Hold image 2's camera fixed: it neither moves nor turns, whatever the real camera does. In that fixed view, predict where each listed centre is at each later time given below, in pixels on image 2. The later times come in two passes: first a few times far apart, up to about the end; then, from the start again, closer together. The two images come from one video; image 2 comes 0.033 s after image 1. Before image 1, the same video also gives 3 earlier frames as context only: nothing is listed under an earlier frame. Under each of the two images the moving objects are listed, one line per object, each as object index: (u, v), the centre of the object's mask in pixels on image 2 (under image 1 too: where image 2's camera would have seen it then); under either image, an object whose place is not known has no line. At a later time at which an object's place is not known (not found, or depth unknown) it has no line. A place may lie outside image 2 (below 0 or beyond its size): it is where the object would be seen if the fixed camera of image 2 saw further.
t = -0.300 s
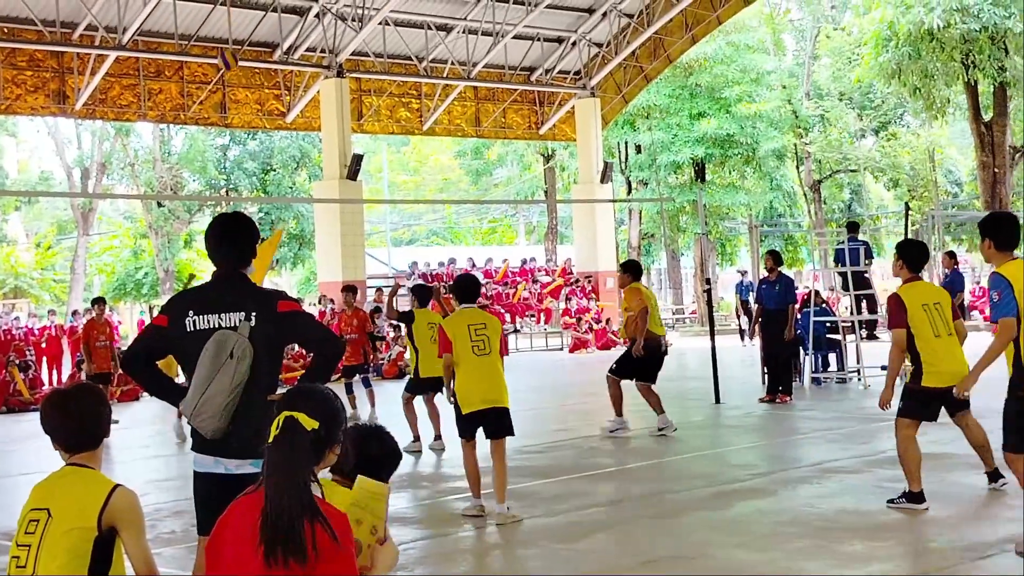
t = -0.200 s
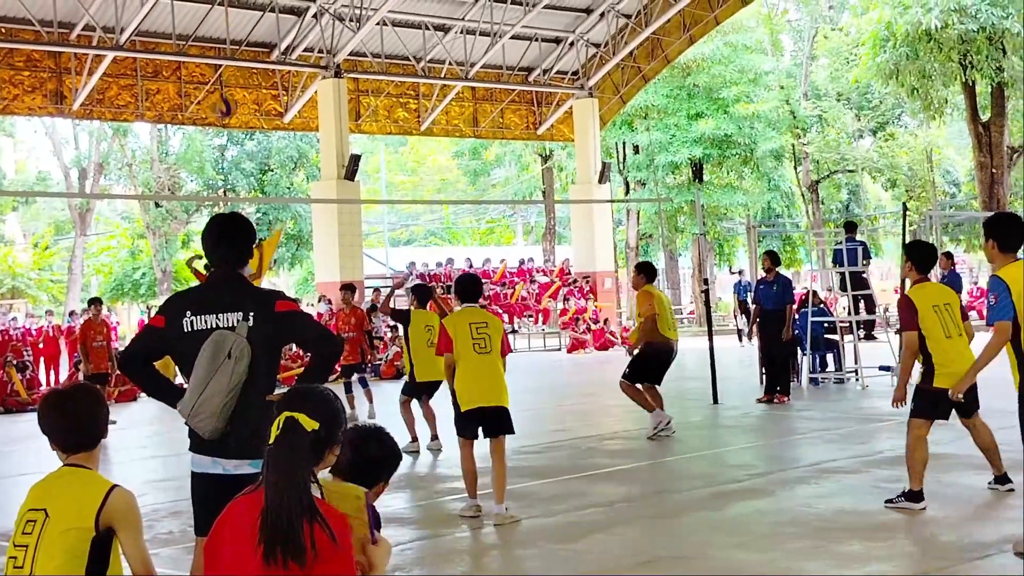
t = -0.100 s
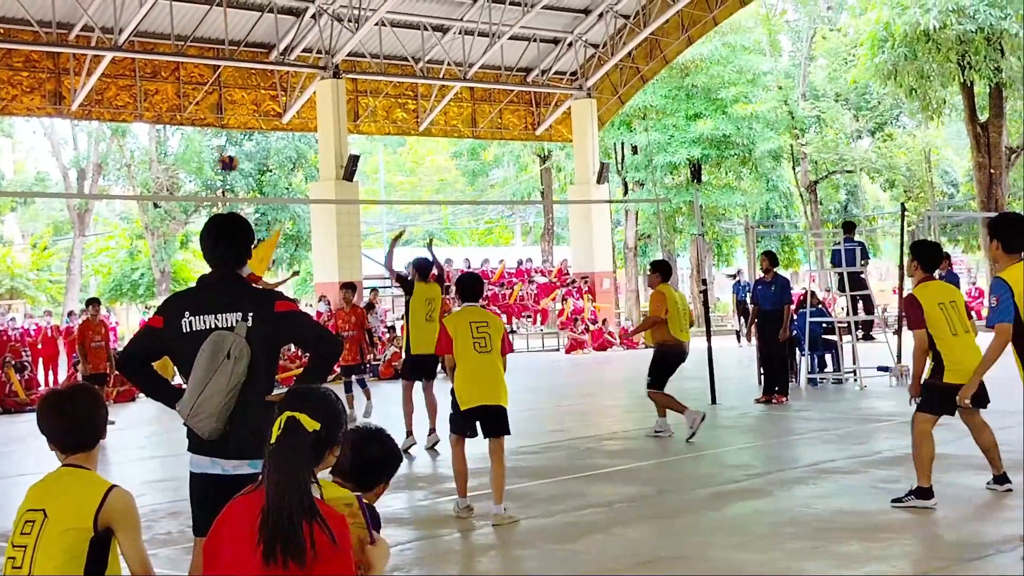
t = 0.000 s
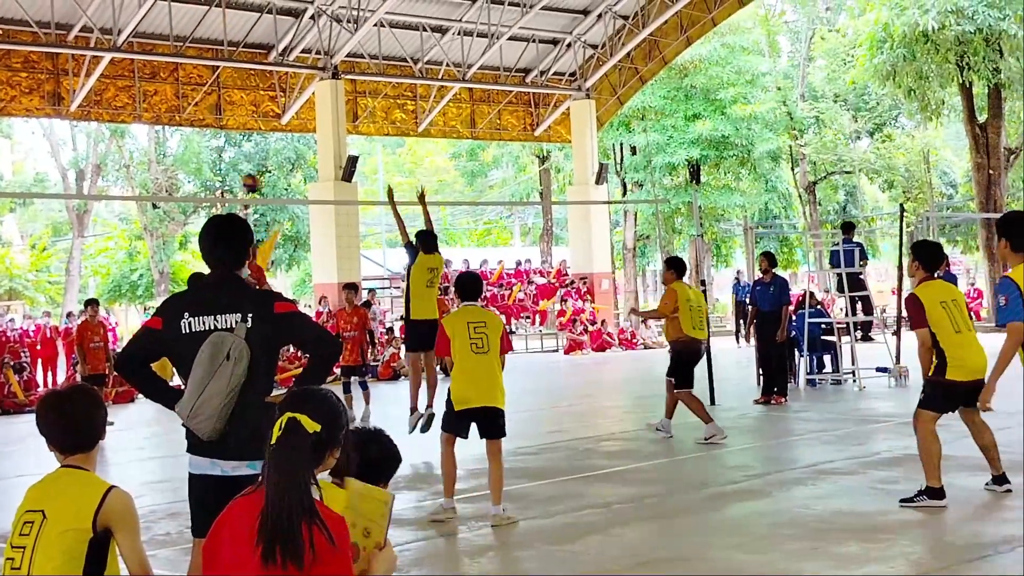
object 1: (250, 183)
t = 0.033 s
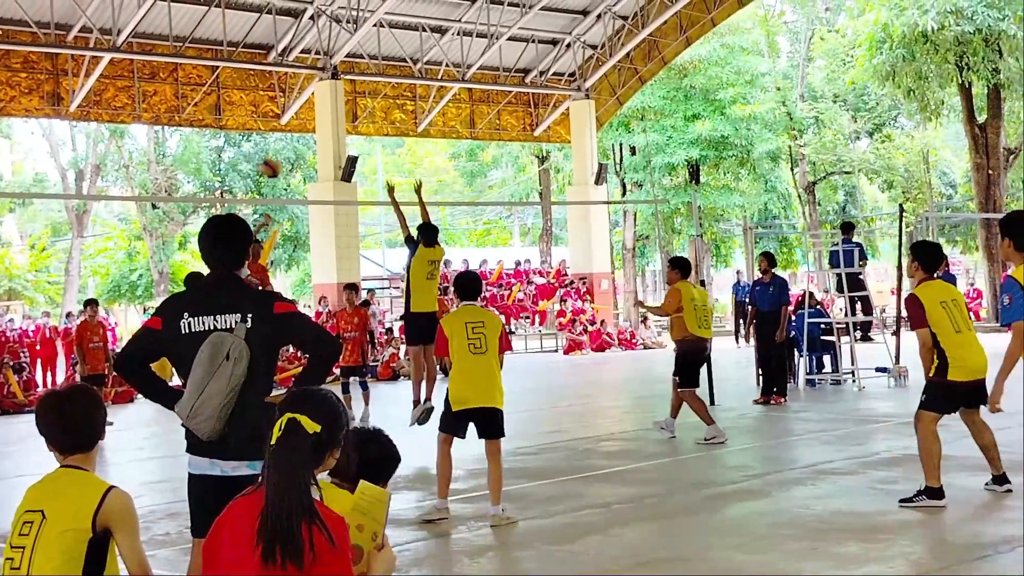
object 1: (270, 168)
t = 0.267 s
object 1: (431, 81)
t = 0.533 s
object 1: (659, 43)
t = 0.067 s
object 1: (291, 154)
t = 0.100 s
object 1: (313, 141)
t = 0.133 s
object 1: (336, 127)
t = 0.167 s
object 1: (357, 114)
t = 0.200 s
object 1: (384, 102)
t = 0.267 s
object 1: (431, 81)
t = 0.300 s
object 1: (454, 73)
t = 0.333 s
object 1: (481, 64)
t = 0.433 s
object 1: (567, 48)
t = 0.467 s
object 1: (598, 46)
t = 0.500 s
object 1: (627, 43)
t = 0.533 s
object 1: (659, 43)
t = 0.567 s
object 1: (697, 46)
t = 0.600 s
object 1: (732, 50)
